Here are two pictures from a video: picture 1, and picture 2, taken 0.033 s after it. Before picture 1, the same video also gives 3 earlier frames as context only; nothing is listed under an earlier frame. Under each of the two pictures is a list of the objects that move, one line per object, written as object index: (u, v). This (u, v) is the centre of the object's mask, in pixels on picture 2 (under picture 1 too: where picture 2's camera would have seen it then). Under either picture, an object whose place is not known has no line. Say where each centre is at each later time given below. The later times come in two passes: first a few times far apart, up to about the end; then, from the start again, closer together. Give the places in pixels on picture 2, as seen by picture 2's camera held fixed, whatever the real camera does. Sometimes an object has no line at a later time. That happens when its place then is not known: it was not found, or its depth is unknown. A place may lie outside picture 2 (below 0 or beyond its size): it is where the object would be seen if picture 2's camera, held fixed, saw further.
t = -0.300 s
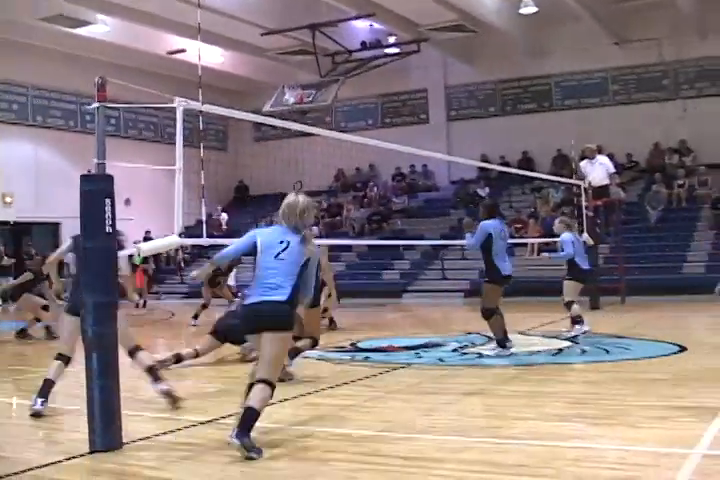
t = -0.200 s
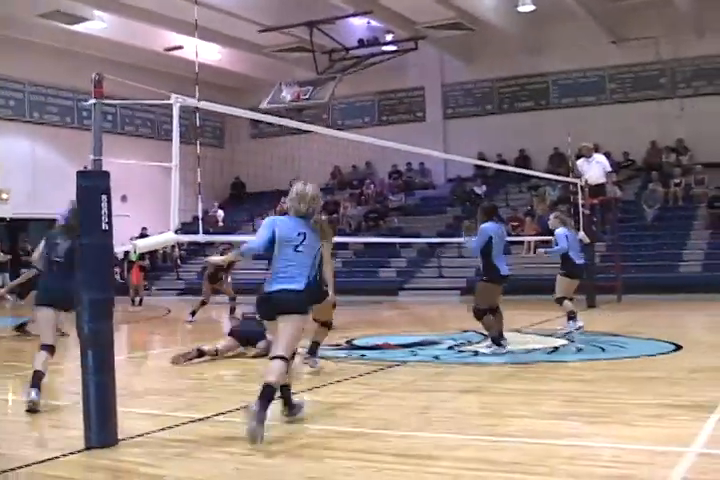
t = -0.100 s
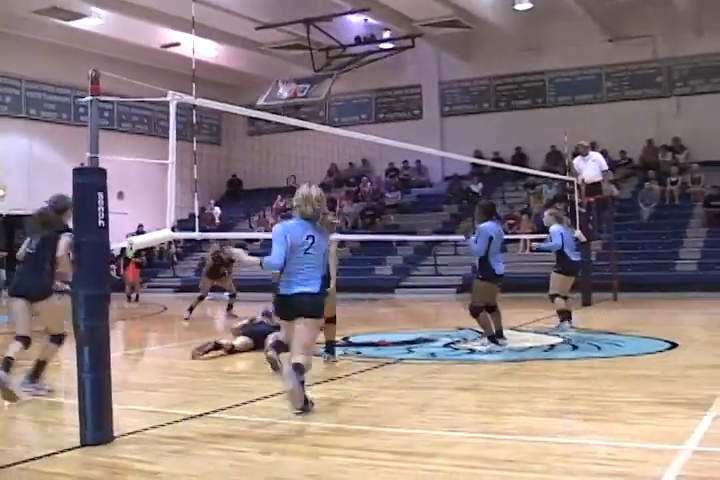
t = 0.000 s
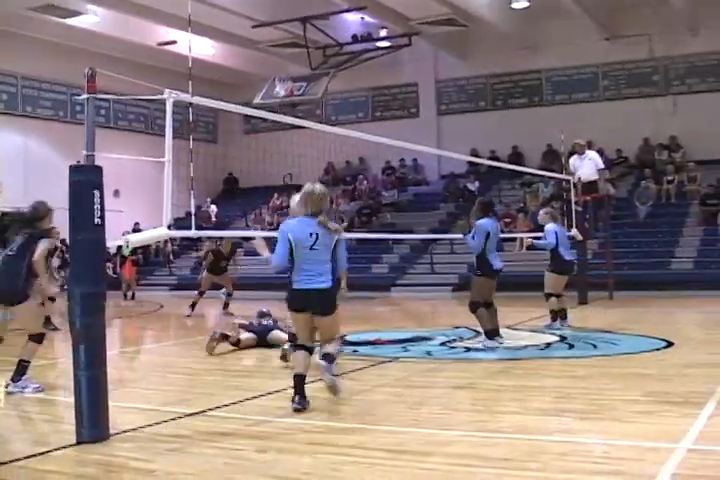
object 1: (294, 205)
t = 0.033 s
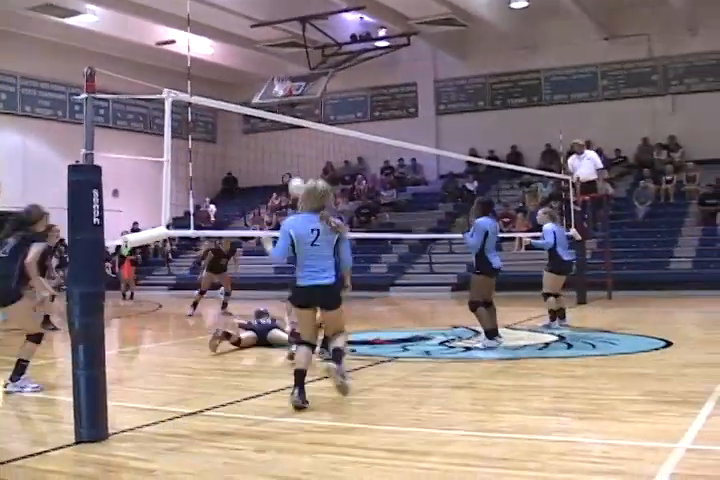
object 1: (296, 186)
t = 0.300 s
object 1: (298, 86)
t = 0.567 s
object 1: (300, 34)
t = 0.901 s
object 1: (306, 42)
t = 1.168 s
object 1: (311, 115)
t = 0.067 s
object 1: (296, 172)
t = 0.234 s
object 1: (297, 107)
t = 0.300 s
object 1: (298, 86)
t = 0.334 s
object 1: (298, 75)
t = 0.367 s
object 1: (298, 68)
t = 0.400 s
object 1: (298, 61)
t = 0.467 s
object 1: (299, 48)
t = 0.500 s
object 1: (300, 43)
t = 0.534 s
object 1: (300, 38)
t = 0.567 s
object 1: (300, 34)
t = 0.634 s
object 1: (302, 30)
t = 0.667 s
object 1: (302, 29)
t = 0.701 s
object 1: (303, 28)
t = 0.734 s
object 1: (303, 29)
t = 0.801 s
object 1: (305, 31)
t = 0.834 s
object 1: (305, 34)
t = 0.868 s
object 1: (305, 38)
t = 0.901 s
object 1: (306, 42)
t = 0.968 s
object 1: (307, 55)
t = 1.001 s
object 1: (308, 63)
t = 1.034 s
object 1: (308, 71)
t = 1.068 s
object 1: (309, 81)
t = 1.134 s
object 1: (310, 103)
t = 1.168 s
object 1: (311, 115)
